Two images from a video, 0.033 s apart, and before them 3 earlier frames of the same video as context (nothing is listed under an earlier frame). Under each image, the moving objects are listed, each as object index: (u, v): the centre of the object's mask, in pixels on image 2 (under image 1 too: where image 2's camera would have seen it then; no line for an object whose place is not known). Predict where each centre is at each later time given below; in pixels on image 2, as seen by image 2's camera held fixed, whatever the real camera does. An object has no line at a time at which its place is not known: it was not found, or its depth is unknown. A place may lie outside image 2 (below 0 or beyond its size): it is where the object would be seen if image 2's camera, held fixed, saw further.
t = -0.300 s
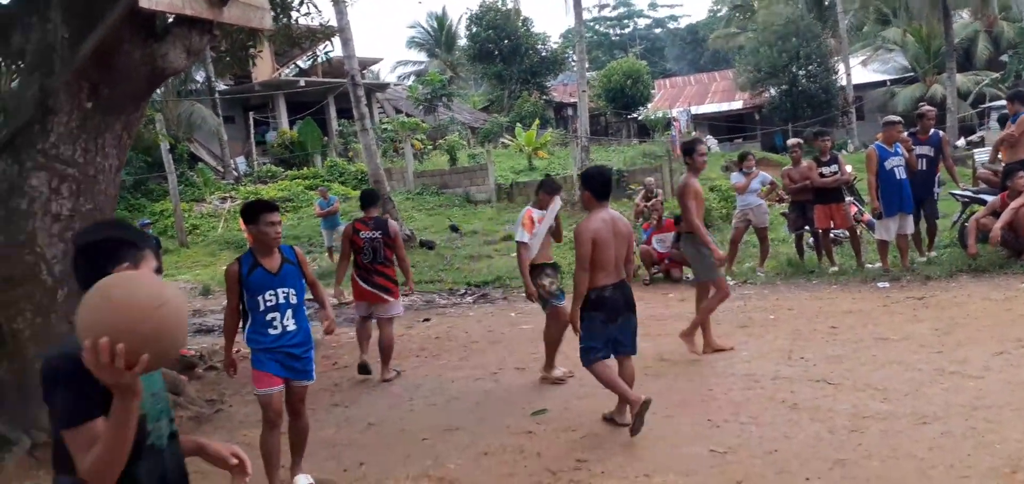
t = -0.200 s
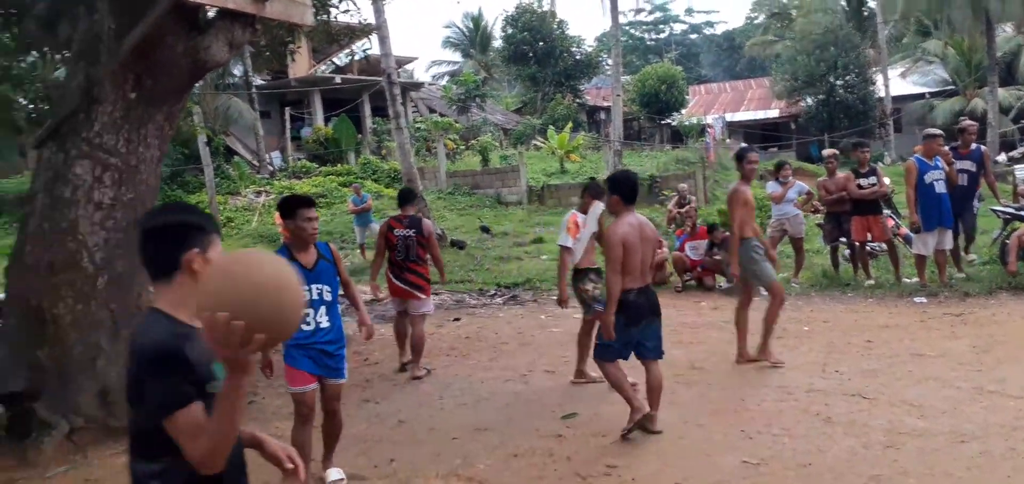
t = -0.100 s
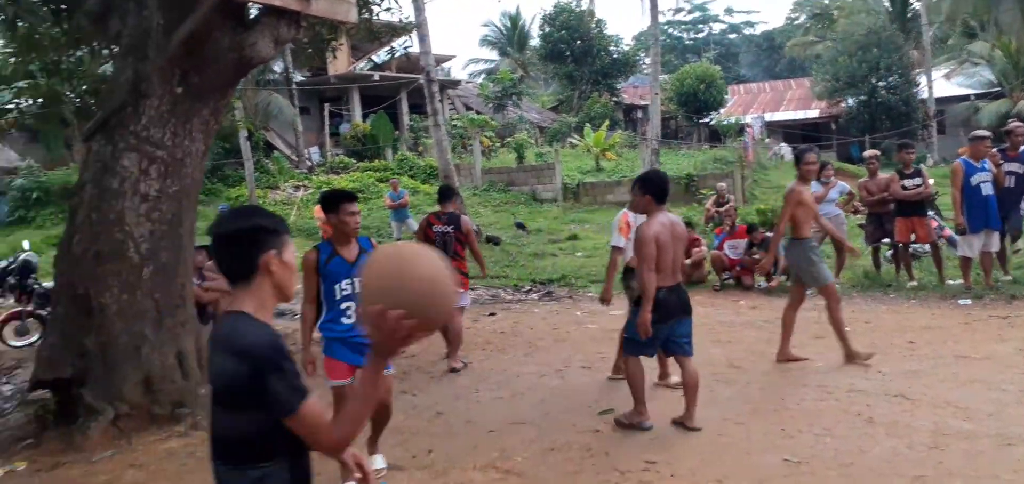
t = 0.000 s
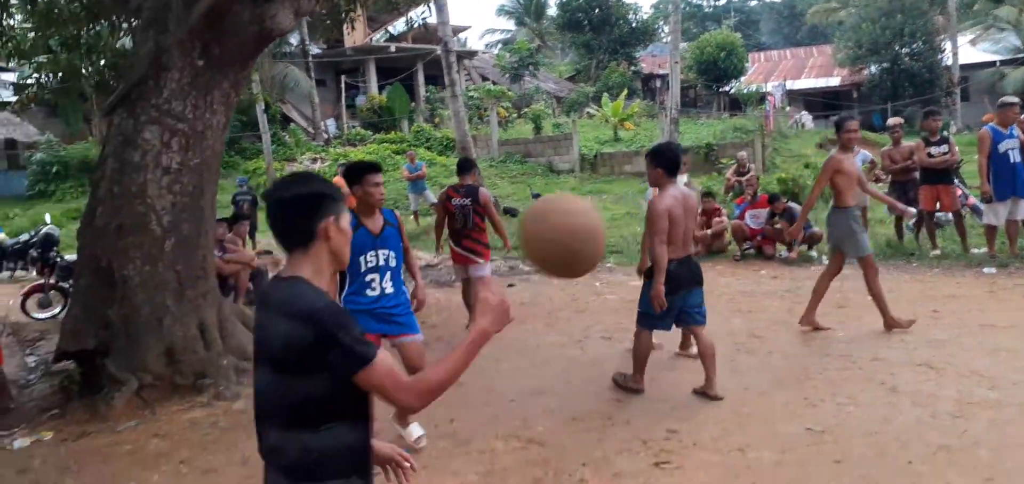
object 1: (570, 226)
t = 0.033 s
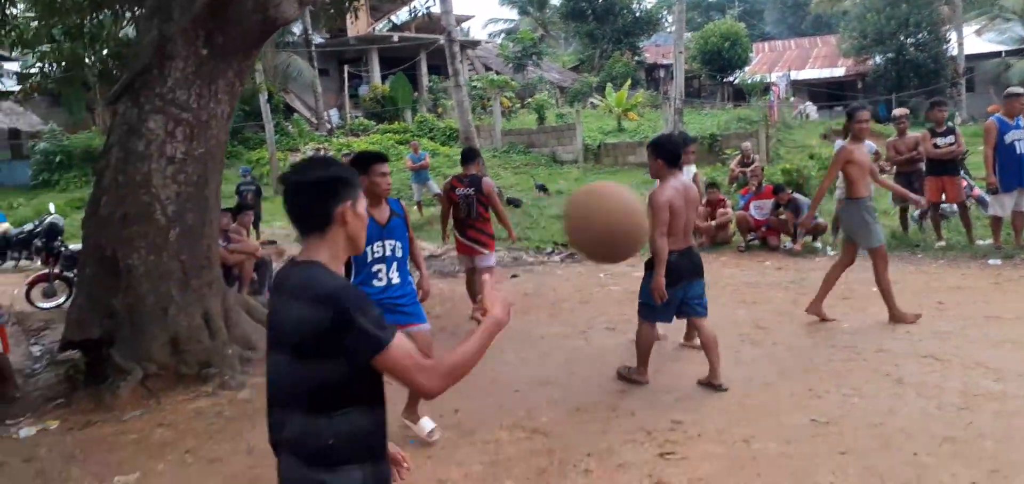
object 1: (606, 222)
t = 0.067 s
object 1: (639, 221)
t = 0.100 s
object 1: (671, 225)
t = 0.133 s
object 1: (700, 232)
